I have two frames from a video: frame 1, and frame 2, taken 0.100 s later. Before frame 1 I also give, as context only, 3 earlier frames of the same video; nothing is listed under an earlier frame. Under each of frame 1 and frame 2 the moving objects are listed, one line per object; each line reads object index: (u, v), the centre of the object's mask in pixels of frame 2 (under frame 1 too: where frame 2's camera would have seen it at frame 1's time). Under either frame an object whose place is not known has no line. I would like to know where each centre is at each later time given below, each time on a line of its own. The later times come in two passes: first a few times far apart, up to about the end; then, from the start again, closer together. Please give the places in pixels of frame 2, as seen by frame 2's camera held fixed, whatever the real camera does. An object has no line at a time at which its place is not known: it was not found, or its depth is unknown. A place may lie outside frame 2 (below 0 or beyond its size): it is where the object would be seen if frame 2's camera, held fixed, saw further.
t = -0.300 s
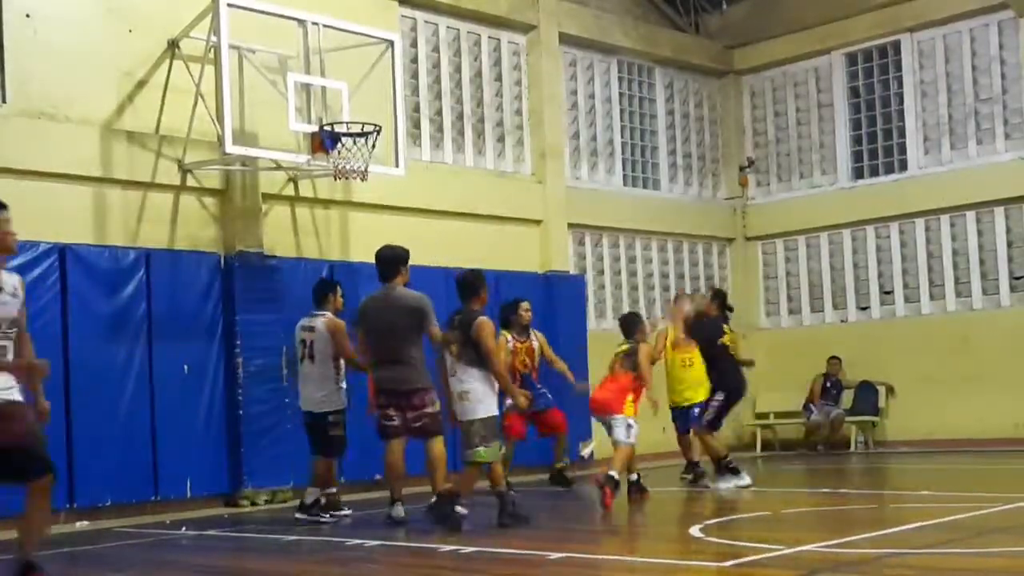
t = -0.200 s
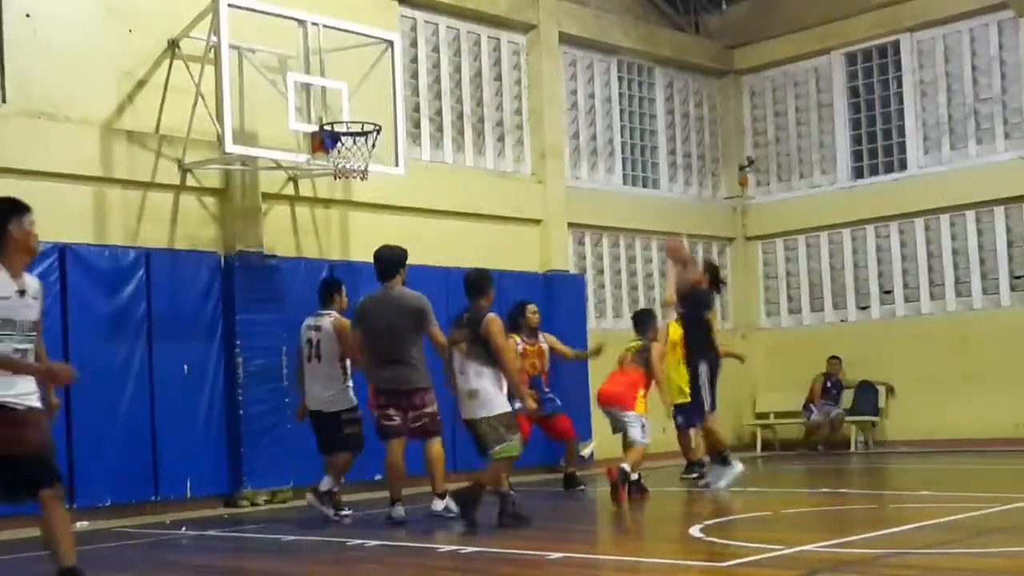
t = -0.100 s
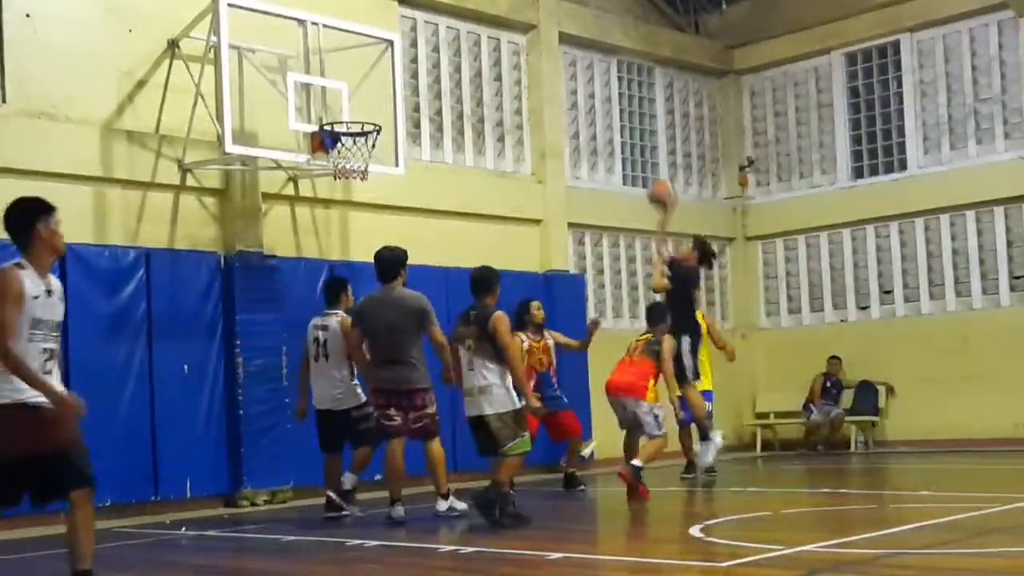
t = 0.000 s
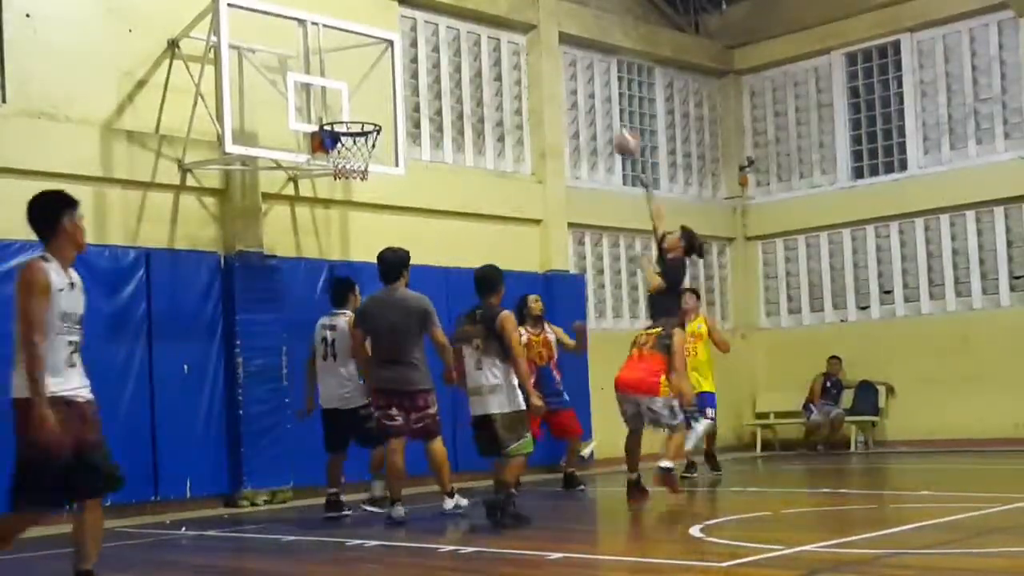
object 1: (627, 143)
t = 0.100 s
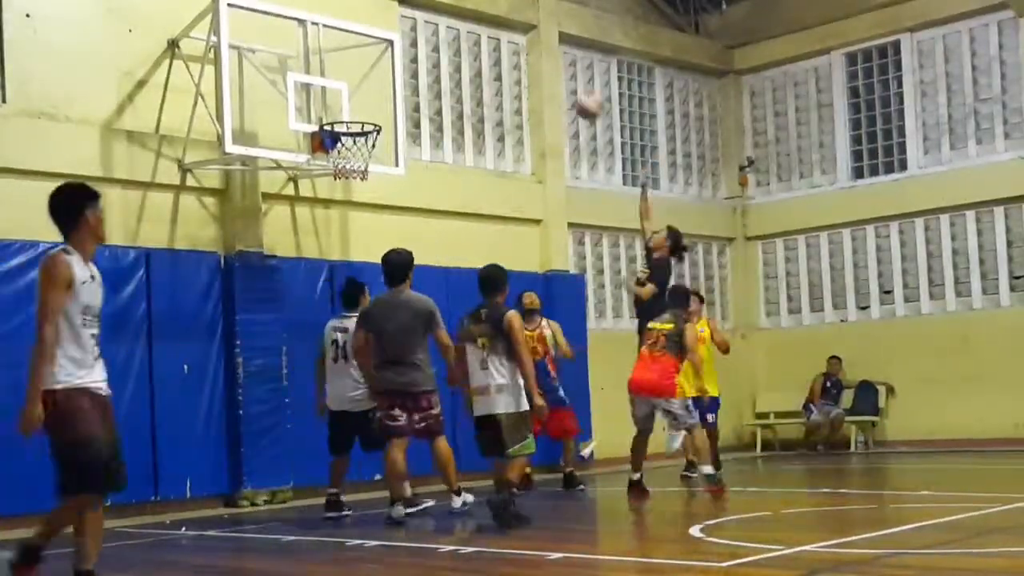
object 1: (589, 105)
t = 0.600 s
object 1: (406, 93)
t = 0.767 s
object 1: (378, 103)
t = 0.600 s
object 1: (406, 93)
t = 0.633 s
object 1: (394, 103)
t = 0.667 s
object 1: (383, 113)
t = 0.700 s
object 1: (381, 110)
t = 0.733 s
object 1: (379, 105)
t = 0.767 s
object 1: (378, 103)
